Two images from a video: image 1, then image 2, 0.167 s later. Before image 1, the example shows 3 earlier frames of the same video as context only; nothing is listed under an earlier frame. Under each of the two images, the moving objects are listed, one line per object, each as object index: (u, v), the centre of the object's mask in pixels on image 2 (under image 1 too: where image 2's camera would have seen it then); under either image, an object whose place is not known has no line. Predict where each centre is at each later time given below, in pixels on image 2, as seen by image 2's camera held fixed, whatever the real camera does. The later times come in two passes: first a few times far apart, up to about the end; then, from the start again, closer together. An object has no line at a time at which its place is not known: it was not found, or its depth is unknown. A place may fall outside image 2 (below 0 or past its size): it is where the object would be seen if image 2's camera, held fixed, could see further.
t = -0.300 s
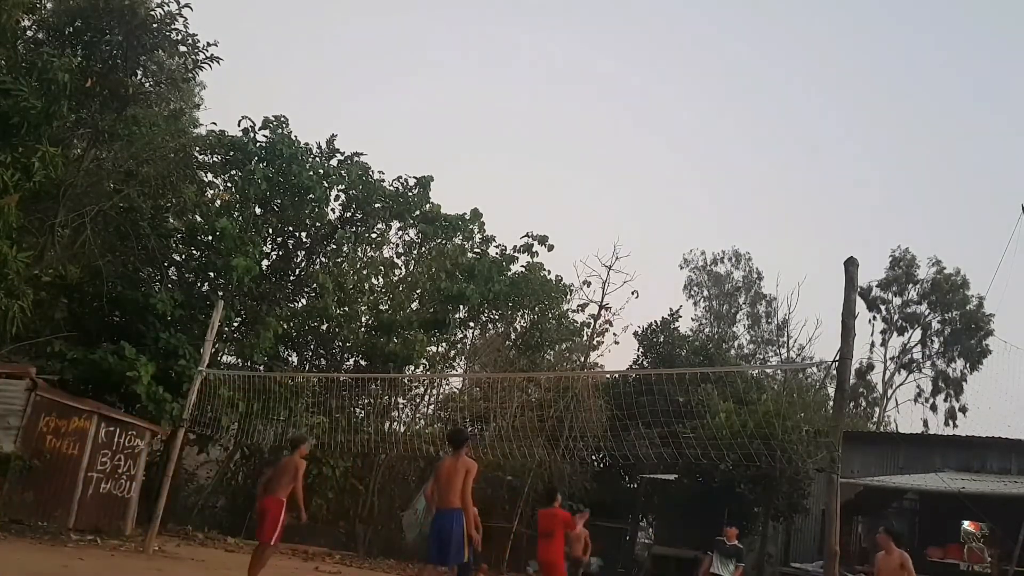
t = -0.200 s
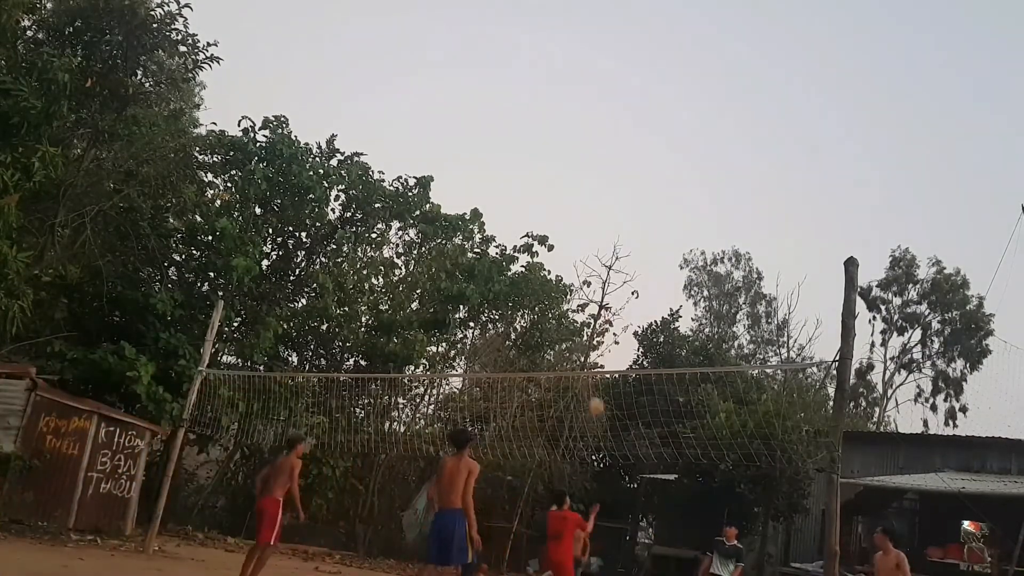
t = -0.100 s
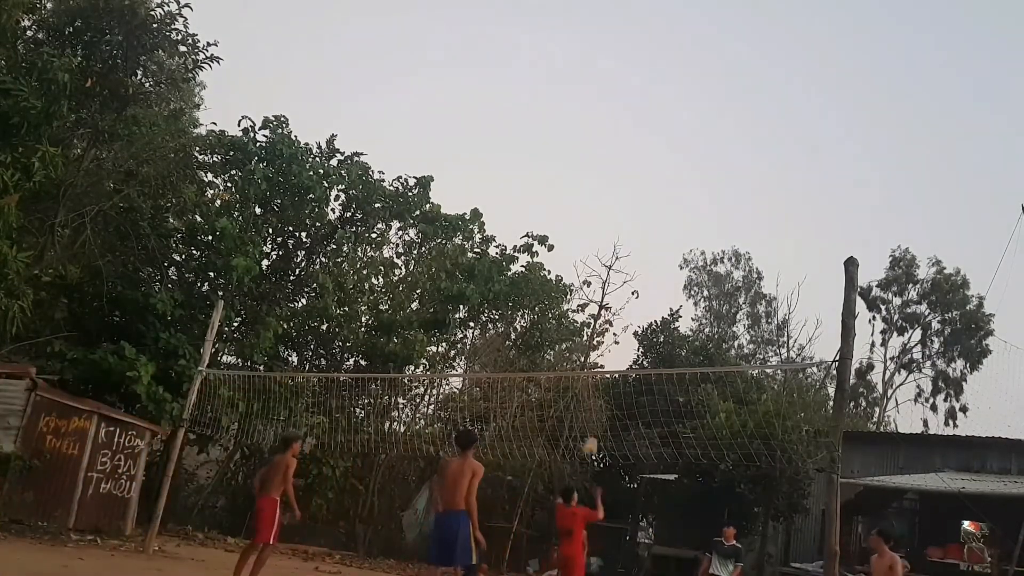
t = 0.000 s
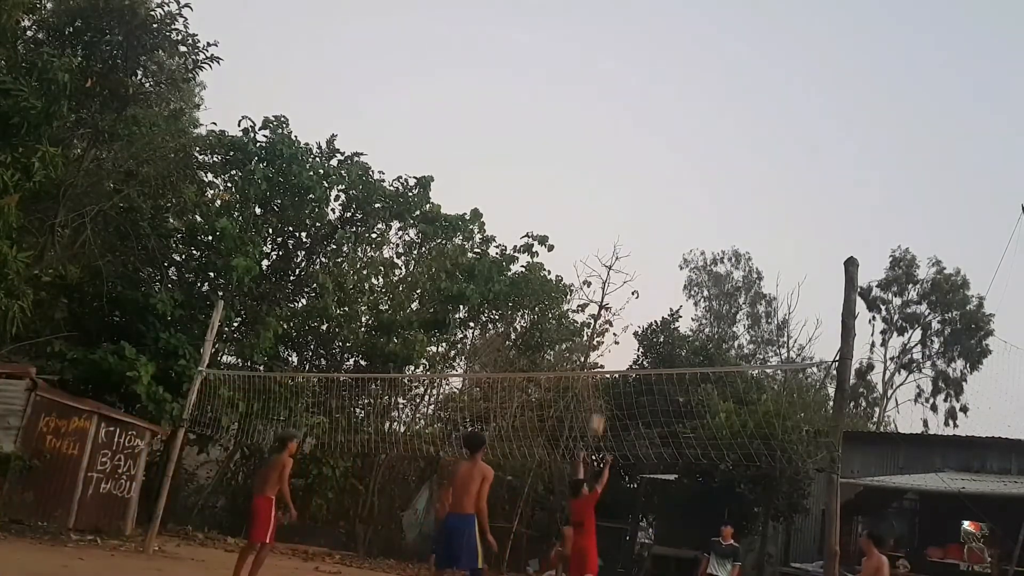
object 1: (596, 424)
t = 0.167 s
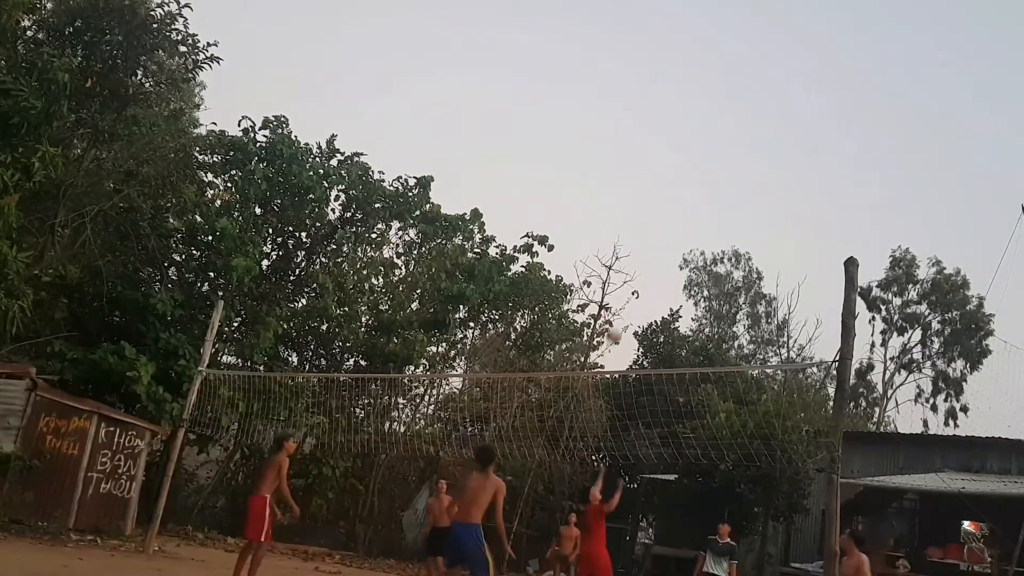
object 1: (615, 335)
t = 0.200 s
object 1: (617, 320)
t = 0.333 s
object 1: (630, 263)
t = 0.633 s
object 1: (649, 188)
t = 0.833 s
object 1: (657, 180)
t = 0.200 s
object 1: (617, 320)
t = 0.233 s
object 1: (620, 305)
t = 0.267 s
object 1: (623, 291)
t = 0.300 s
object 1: (627, 276)
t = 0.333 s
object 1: (630, 263)
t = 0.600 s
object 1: (647, 193)
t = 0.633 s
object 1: (649, 188)
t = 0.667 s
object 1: (650, 182)
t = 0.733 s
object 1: (655, 176)
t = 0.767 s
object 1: (655, 181)
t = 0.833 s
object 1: (657, 180)
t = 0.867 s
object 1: (658, 181)
